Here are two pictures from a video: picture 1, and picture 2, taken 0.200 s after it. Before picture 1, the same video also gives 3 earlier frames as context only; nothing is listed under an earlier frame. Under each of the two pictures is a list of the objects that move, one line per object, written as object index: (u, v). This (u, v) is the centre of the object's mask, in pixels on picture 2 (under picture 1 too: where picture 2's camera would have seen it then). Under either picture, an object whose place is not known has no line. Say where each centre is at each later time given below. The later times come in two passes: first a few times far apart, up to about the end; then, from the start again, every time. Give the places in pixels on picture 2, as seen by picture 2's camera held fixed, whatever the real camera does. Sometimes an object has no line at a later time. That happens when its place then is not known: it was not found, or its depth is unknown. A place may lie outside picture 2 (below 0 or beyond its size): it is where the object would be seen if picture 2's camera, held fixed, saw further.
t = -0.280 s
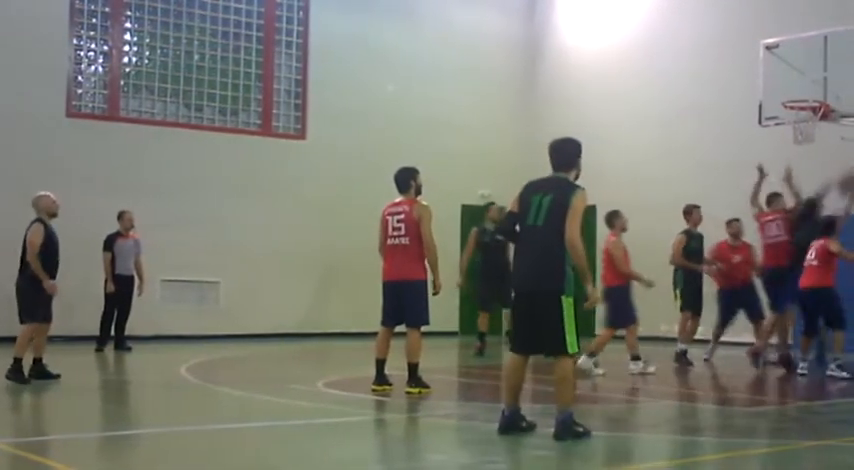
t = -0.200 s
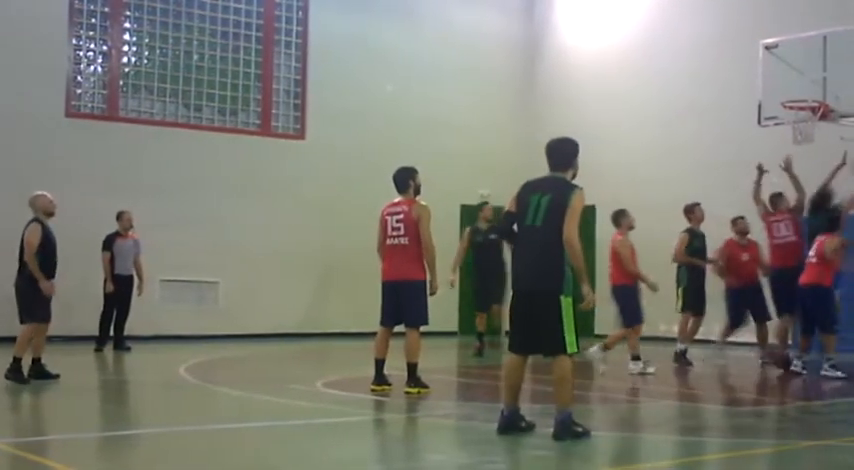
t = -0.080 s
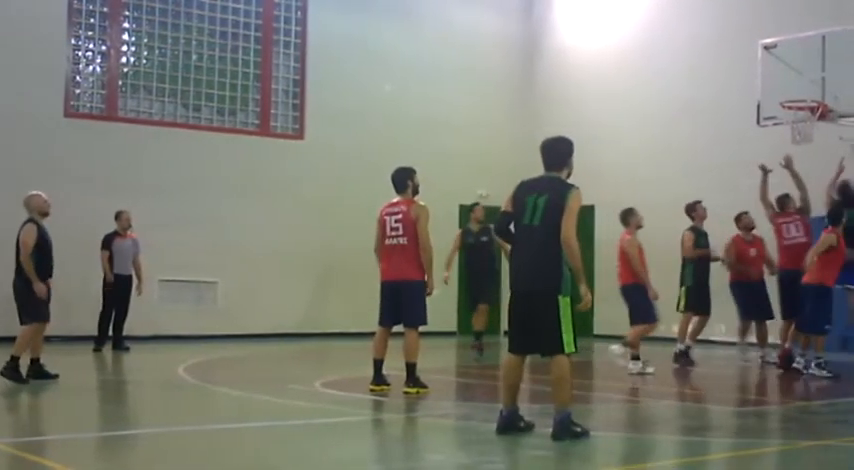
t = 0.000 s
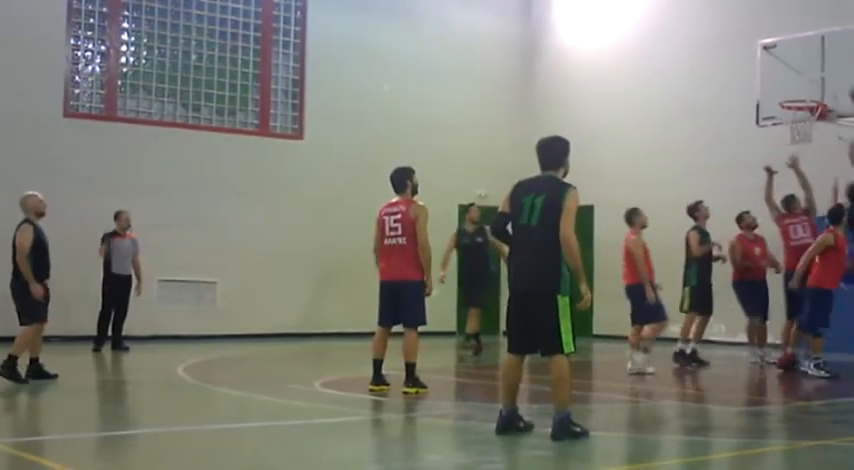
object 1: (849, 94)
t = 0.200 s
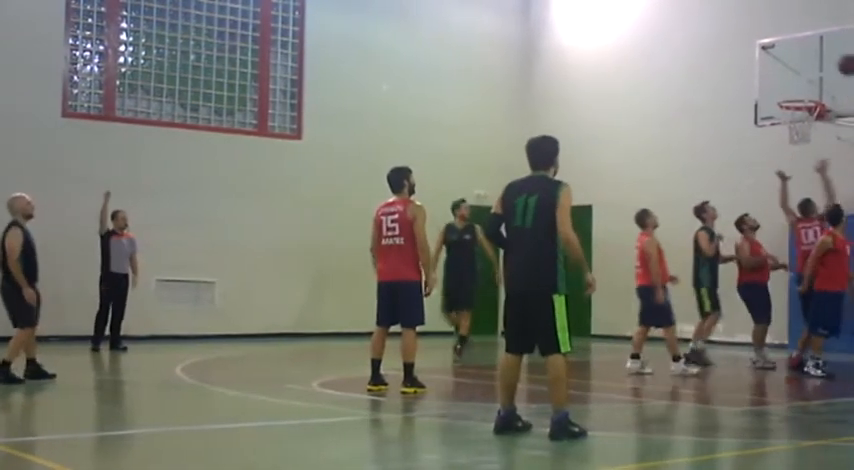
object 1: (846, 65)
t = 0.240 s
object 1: (844, 62)
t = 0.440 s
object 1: (823, 70)
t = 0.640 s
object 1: (798, 116)
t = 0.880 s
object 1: (793, 143)
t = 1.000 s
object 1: (792, 168)
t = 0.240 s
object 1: (844, 62)
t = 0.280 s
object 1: (841, 62)
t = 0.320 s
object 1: (837, 62)
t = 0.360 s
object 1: (831, 64)
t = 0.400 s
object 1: (827, 66)
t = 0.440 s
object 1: (823, 70)
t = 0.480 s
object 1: (819, 76)
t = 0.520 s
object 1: (814, 82)
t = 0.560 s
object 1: (810, 90)
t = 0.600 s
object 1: (805, 101)
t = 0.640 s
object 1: (798, 116)
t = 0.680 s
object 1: (796, 124)
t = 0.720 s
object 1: (795, 127)
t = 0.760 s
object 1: (793, 131)
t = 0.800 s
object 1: (793, 134)
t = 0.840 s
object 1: (793, 138)
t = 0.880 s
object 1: (793, 143)
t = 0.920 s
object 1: (792, 150)
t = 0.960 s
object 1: (791, 159)
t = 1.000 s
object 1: (792, 168)
